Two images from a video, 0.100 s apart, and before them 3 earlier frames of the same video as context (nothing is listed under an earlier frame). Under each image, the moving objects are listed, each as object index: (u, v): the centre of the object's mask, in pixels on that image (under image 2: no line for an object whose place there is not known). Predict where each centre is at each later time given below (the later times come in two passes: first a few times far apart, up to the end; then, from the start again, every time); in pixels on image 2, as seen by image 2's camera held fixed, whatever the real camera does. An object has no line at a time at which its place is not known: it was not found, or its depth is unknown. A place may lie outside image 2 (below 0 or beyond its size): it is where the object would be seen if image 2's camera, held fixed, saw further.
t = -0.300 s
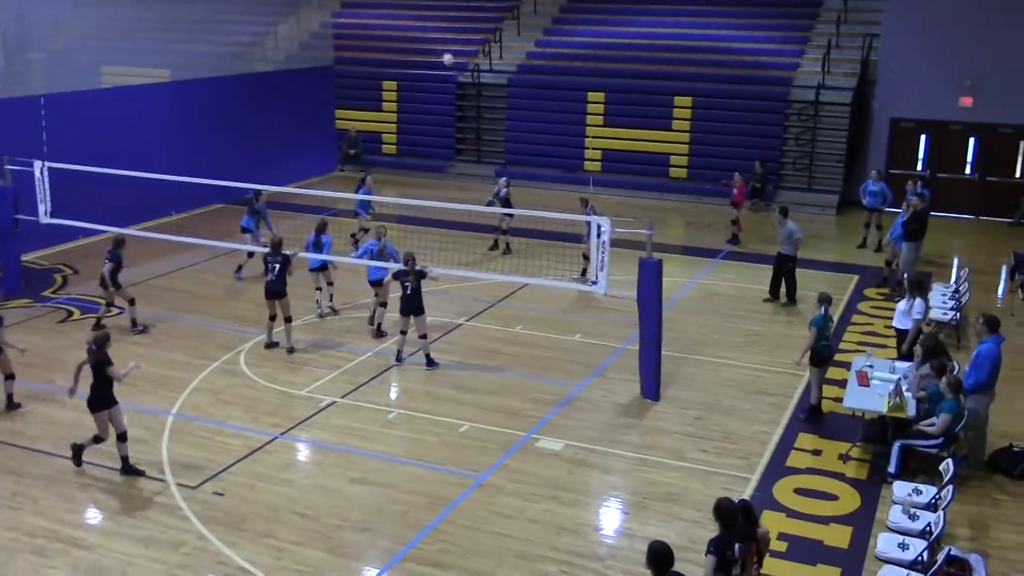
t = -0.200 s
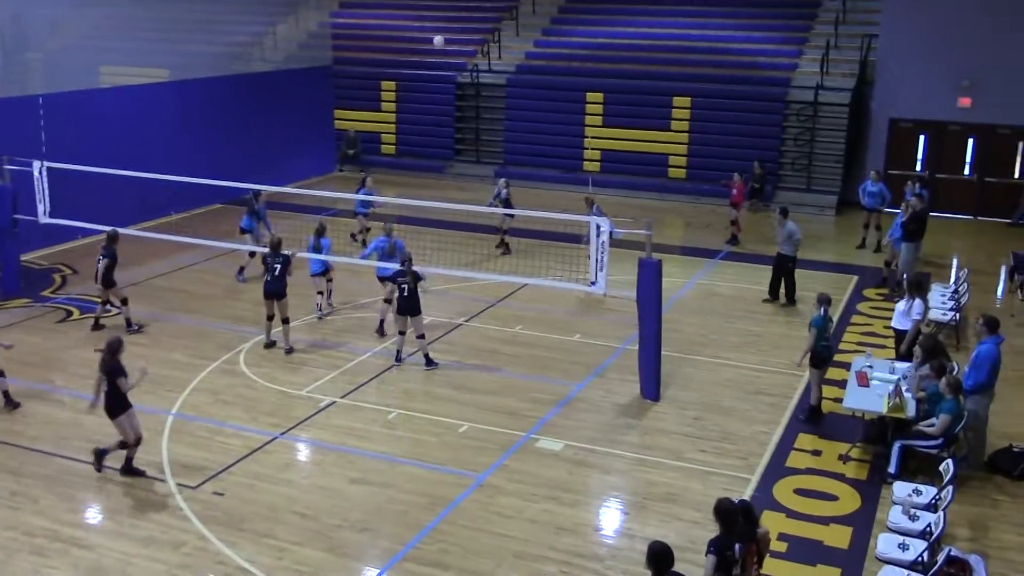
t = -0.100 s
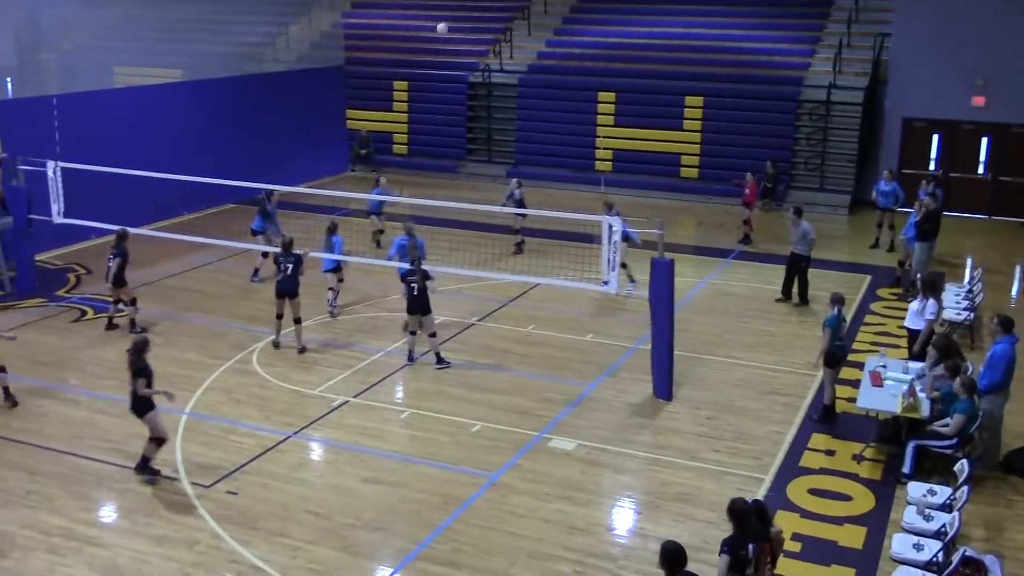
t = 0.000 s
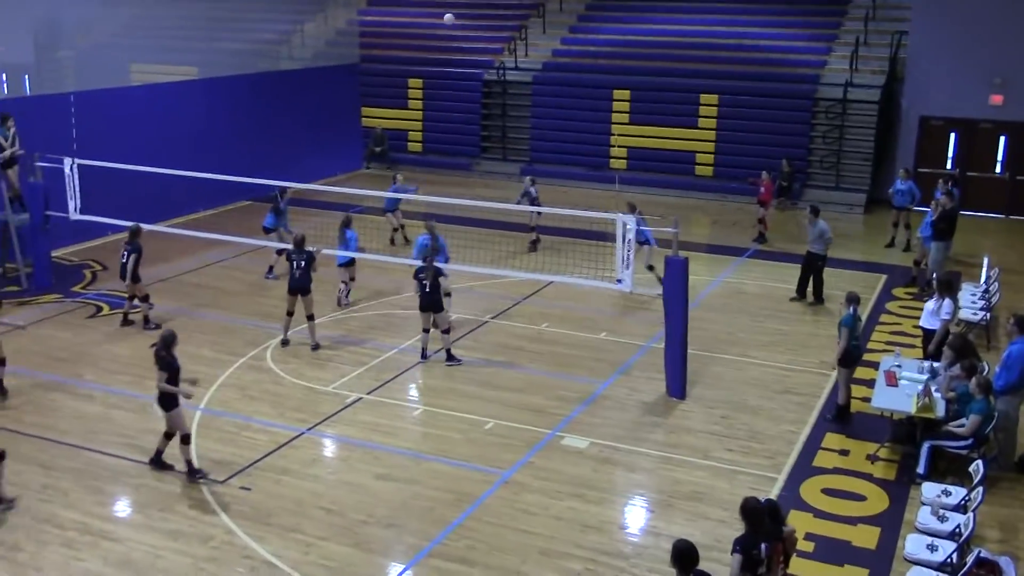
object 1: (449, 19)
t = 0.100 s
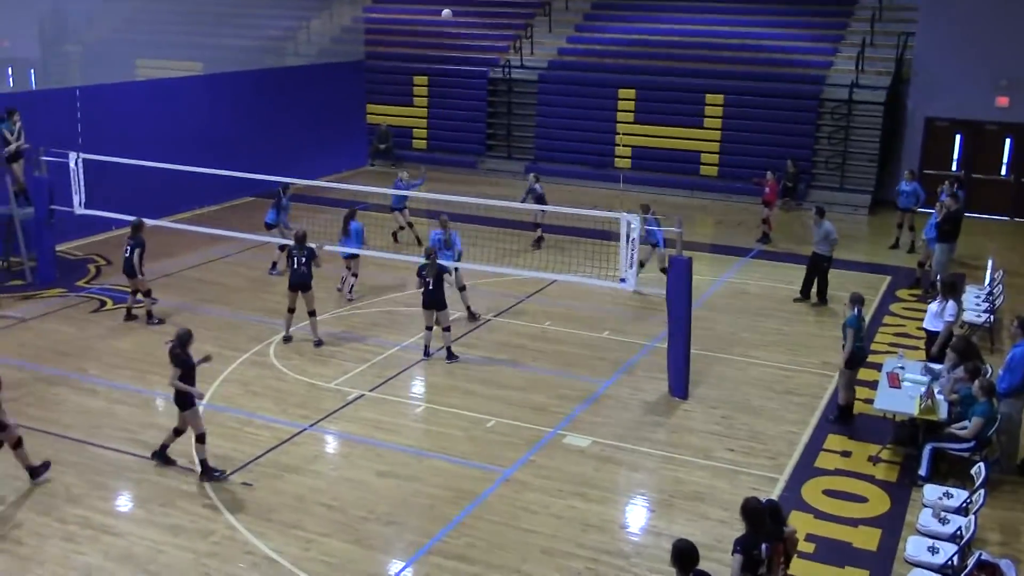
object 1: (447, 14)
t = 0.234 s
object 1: (436, 20)
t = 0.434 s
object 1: (421, 45)
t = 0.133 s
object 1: (444, 15)
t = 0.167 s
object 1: (442, 16)
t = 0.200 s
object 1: (439, 17)
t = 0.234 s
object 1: (436, 20)
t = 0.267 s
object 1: (434, 23)
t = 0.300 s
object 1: (431, 26)
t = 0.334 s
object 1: (429, 31)
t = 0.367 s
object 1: (426, 34)
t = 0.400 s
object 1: (424, 40)
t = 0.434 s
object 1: (421, 45)
